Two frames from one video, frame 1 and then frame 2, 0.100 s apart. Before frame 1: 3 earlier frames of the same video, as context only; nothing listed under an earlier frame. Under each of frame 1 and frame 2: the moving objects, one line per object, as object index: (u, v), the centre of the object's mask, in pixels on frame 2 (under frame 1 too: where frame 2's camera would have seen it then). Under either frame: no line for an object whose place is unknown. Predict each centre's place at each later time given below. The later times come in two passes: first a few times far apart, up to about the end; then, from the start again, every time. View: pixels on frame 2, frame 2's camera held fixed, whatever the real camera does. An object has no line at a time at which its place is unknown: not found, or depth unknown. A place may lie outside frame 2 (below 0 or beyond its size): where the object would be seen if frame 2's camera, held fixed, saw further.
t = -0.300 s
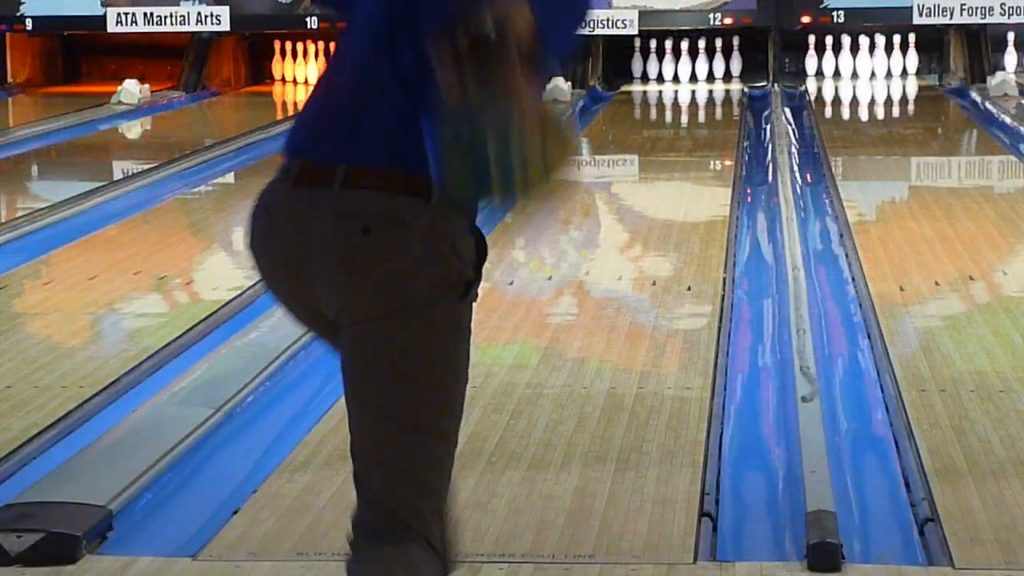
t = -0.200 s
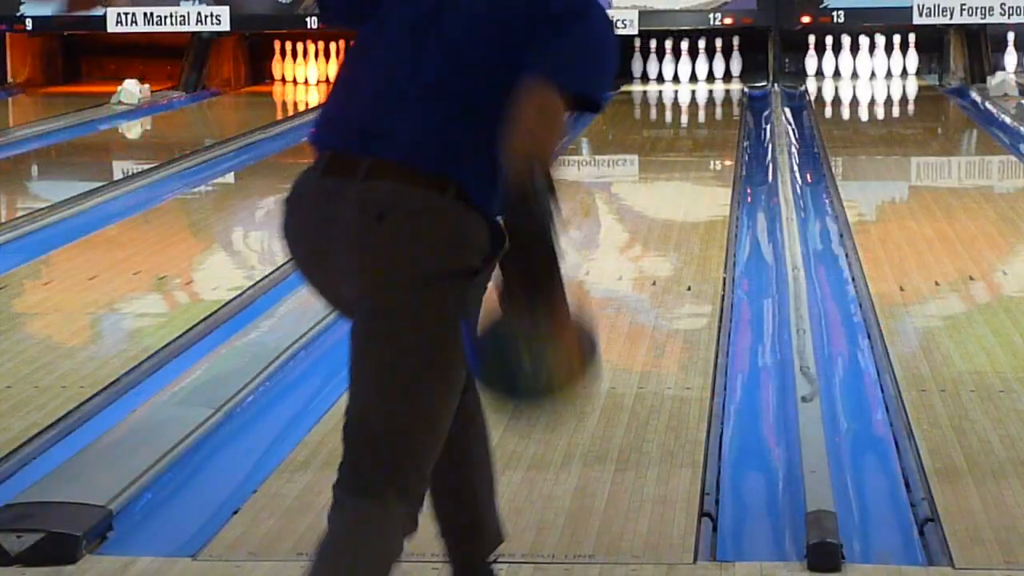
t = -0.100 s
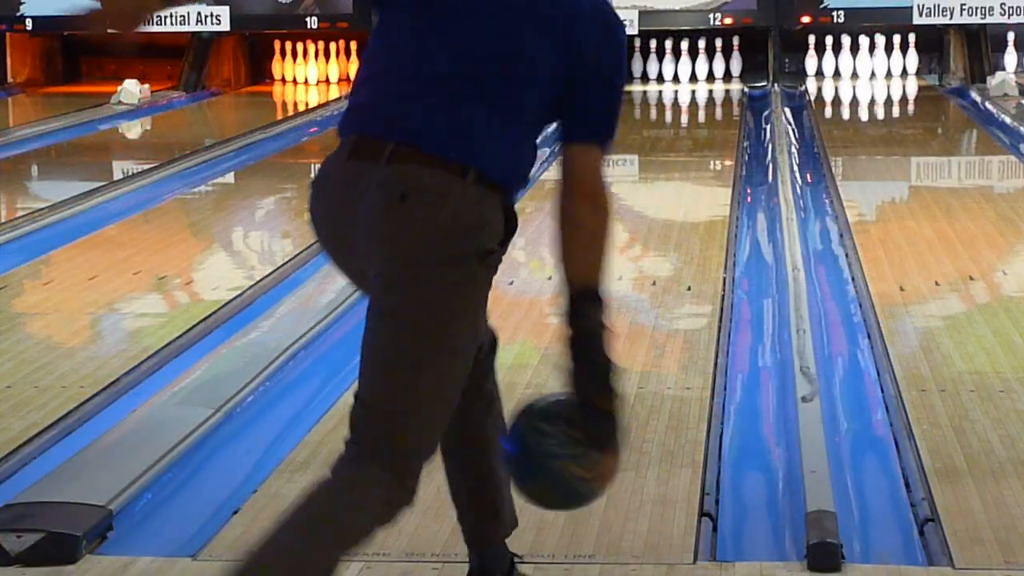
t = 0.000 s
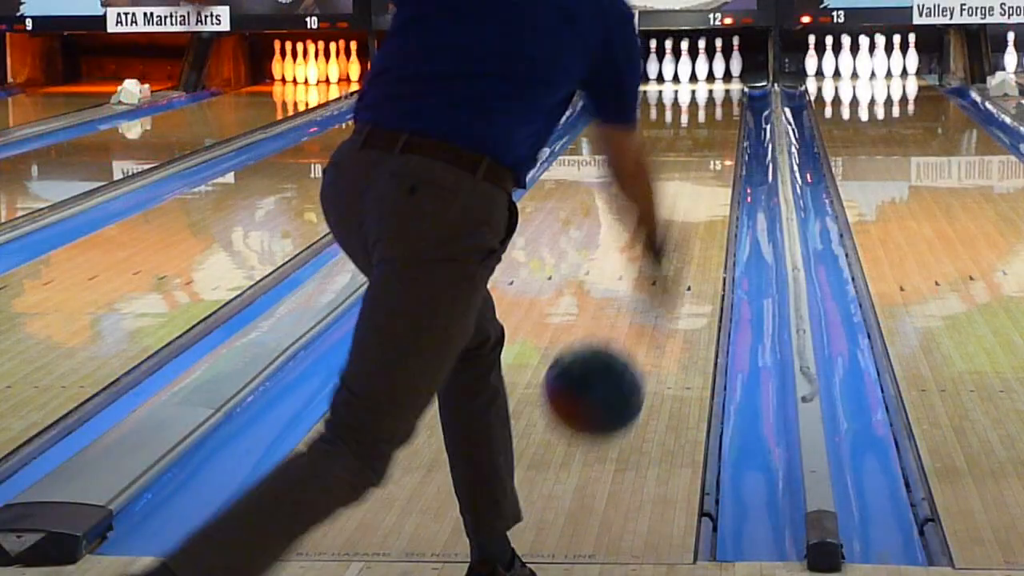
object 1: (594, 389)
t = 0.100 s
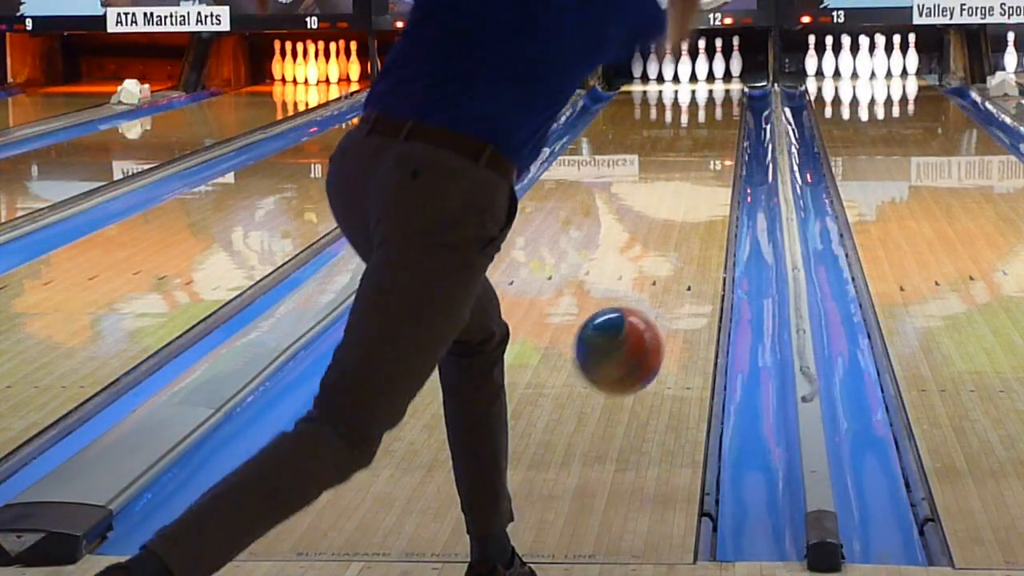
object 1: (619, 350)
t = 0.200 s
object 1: (638, 355)
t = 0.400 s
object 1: (665, 305)
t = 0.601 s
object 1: (683, 249)
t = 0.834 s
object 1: (696, 202)
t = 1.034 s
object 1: (703, 172)
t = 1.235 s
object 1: (708, 149)
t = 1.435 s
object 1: (711, 132)
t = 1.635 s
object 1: (712, 116)
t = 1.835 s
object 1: (710, 102)
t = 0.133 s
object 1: (626, 348)
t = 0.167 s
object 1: (632, 350)
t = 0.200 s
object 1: (638, 355)
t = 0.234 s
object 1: (643, 363)
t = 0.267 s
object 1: (648, 352)
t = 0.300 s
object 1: (653, 337)
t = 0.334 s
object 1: (657, 325)
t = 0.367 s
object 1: (662, 315)
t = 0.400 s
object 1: (665, 305)
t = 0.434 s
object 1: (669, 294)
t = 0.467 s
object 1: (672, 284)
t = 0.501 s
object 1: (675, 275)
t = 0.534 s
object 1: (678, 265)
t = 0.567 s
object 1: (681, 257)
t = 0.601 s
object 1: (683, 249)
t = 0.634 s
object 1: (685, 242)
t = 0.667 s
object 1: (687, 234)
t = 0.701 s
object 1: (689, 227)
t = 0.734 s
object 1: (691, 220)
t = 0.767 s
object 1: (693, 214)
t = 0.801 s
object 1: (694, 208)
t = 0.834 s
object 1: (696, 202)
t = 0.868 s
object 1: (697, 198)
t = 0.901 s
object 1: (698, 193)
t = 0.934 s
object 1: (700, 187)
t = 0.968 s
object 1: (701, 182)
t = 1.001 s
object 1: (702, 177)
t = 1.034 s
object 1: (703, 172)
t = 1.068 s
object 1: (703, 168)
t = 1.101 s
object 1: (704, 164)
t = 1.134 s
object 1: (706, 161)
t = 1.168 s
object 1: (706, 157)
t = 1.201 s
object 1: (707, 153)
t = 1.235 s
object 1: (708, 149)
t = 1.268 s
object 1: (708, 146)
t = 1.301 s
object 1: (709, 143)
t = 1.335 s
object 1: (709, 140)
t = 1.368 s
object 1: (710, 137)
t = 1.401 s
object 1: (710, 135)
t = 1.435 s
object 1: (711, 132)
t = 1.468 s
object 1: (710, 128)
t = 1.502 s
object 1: (711, 125)
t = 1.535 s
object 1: (711, 123)
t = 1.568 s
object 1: (712, 120)
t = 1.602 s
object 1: (711, 118)
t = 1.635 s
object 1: (712, 116)
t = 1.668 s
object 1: (712, 113)
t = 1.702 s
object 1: (712, 111)
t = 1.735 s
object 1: (712, 109)
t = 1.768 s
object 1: (711, 106)
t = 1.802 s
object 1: (711, 105)
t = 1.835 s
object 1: (710, 102)
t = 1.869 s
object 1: (710, 100)
